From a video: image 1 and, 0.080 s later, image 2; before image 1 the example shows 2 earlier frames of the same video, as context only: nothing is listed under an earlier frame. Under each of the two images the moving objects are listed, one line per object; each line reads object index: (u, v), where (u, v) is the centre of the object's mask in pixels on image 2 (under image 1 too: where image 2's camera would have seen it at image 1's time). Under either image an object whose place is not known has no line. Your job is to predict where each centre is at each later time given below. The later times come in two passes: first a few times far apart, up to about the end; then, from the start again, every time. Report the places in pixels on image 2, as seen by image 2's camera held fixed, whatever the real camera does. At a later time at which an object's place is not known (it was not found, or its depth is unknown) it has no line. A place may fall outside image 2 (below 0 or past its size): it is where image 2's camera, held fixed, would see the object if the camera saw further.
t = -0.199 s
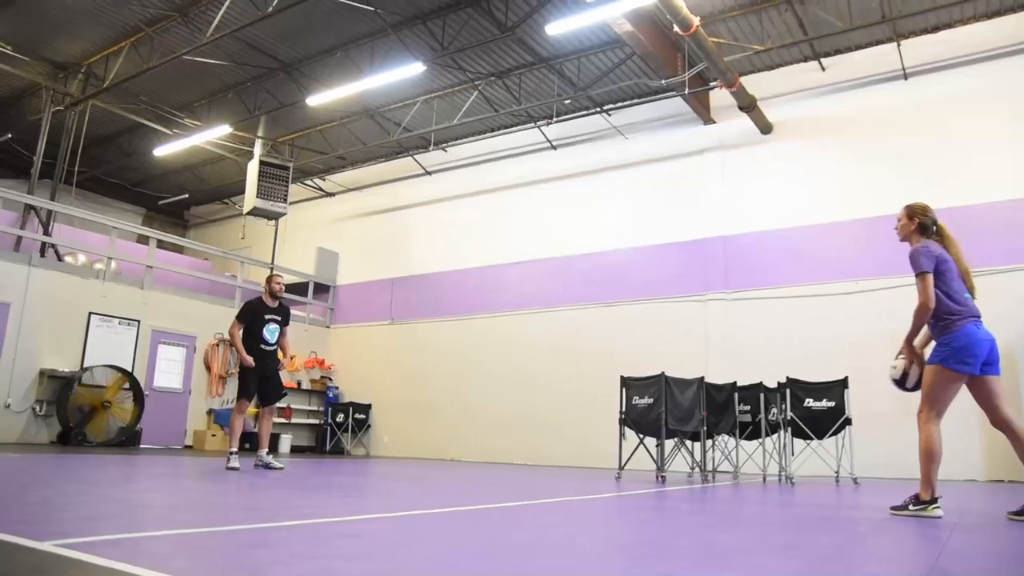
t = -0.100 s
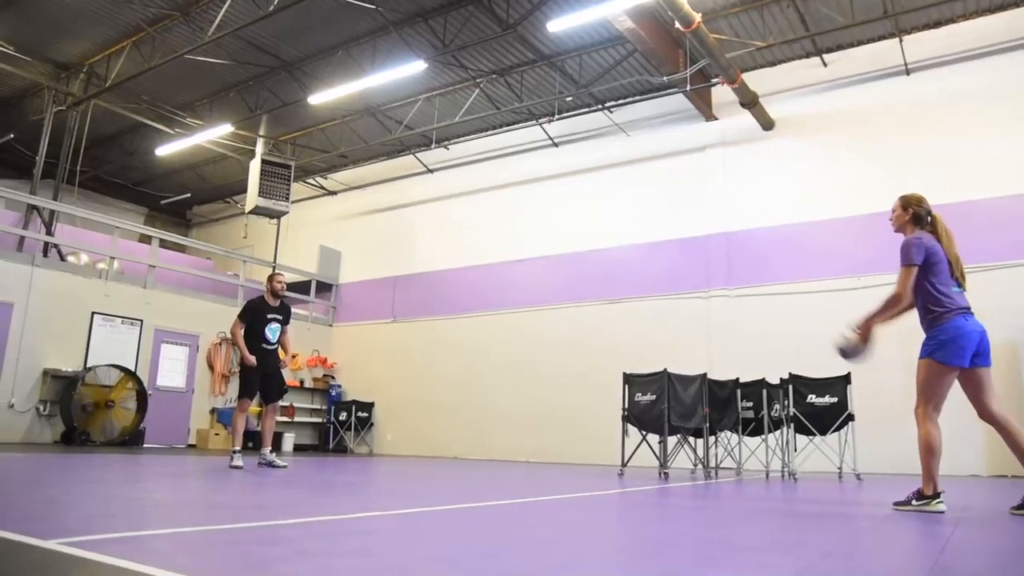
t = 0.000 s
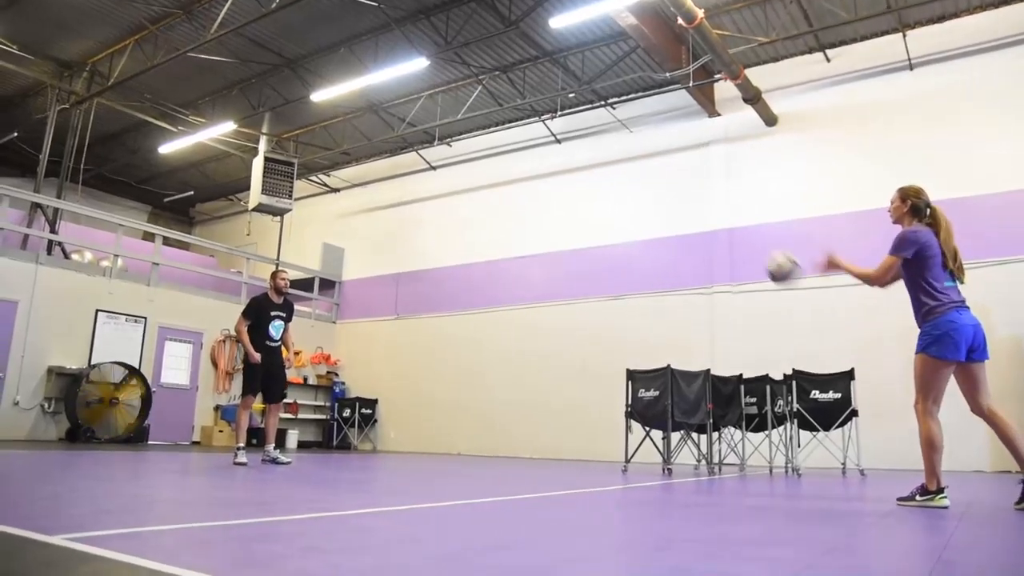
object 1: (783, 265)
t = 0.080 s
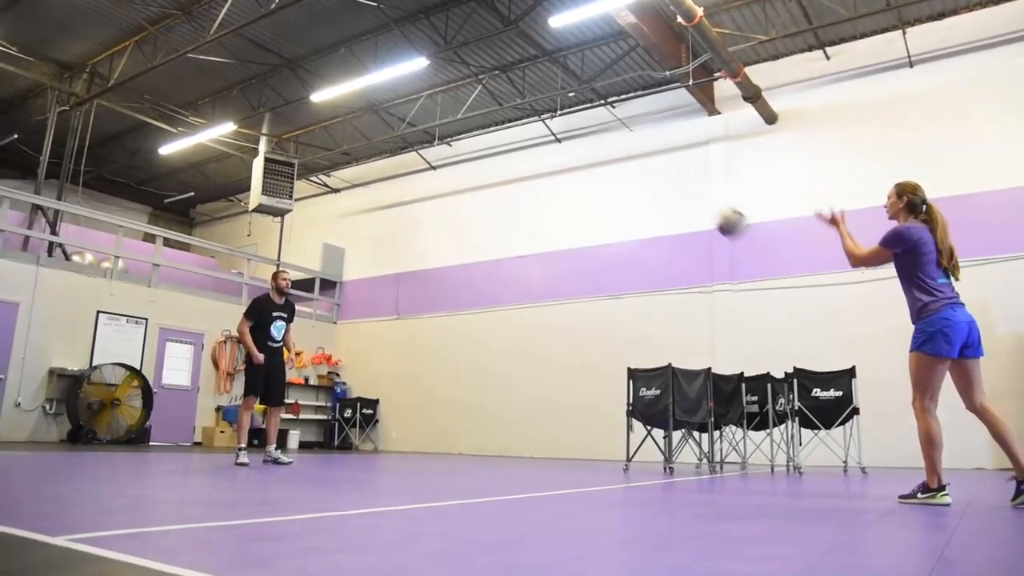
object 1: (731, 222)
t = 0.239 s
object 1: (640, 167)
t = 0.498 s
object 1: (521, 157)
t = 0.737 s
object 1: (431, 214)
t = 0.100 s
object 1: (718, 213)
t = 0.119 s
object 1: (706, 204)
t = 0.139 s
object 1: (694, 196)
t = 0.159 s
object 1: (683, 189)
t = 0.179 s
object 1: (672, 182)
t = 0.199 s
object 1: (661, 177)
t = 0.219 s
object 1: (650, 172)
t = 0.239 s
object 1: (640, 167)
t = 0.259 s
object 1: (630, 164)
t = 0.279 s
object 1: (620, 160)
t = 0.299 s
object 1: (610, 157)
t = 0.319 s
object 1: (600, 155)
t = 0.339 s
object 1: (591, 154)
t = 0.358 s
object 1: (582, 153)
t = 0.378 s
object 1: (572, 150)
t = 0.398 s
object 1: (563, 150)
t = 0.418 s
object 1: (555, 151)
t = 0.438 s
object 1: (546, 153)
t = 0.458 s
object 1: (538, 153)
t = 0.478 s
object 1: (529, 155)
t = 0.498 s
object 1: (521, 157)
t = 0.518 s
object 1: (512, 160)
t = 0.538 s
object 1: (505, 162)
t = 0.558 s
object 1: (497, 165)
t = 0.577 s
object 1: (490, 170)
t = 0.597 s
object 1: (482, 175)
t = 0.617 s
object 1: (474, 179)
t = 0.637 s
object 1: (467, 184)
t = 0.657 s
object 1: (459, 189)
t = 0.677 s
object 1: (453, 195)
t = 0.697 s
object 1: (445, 201)
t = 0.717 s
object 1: (437, 207)
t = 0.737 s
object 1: (431, 214)
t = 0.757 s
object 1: (423, 221)
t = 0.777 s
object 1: (416, 229)
